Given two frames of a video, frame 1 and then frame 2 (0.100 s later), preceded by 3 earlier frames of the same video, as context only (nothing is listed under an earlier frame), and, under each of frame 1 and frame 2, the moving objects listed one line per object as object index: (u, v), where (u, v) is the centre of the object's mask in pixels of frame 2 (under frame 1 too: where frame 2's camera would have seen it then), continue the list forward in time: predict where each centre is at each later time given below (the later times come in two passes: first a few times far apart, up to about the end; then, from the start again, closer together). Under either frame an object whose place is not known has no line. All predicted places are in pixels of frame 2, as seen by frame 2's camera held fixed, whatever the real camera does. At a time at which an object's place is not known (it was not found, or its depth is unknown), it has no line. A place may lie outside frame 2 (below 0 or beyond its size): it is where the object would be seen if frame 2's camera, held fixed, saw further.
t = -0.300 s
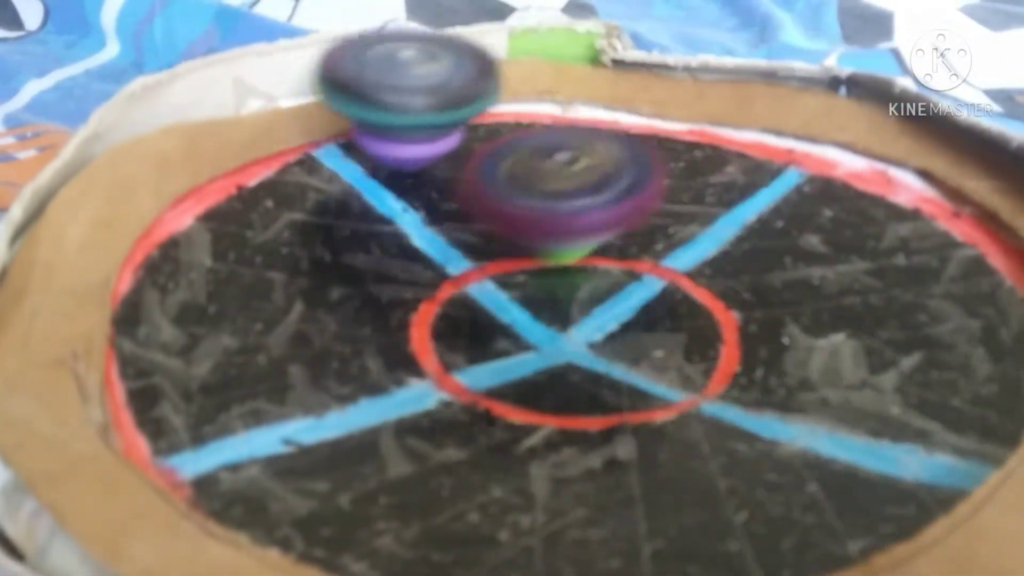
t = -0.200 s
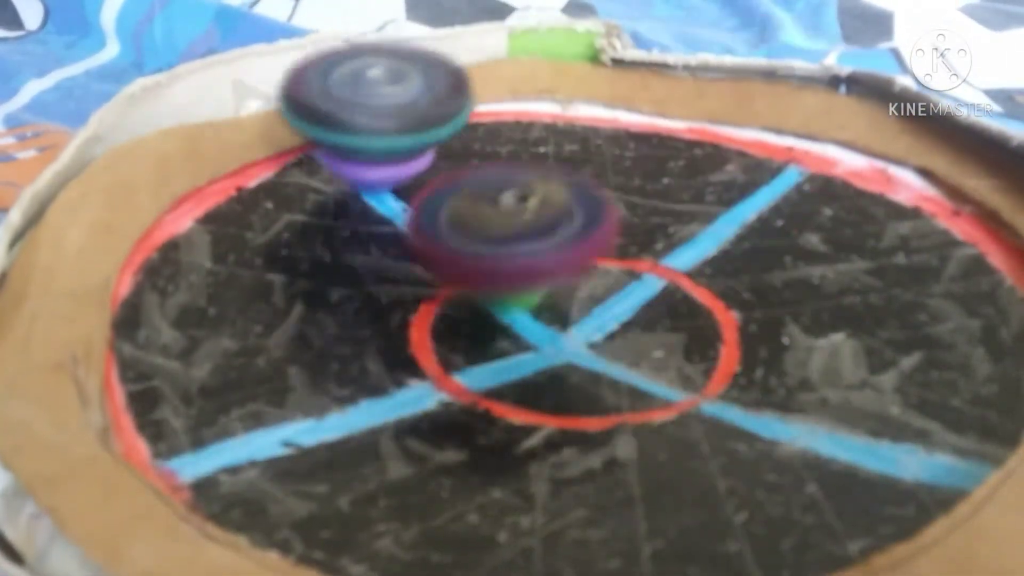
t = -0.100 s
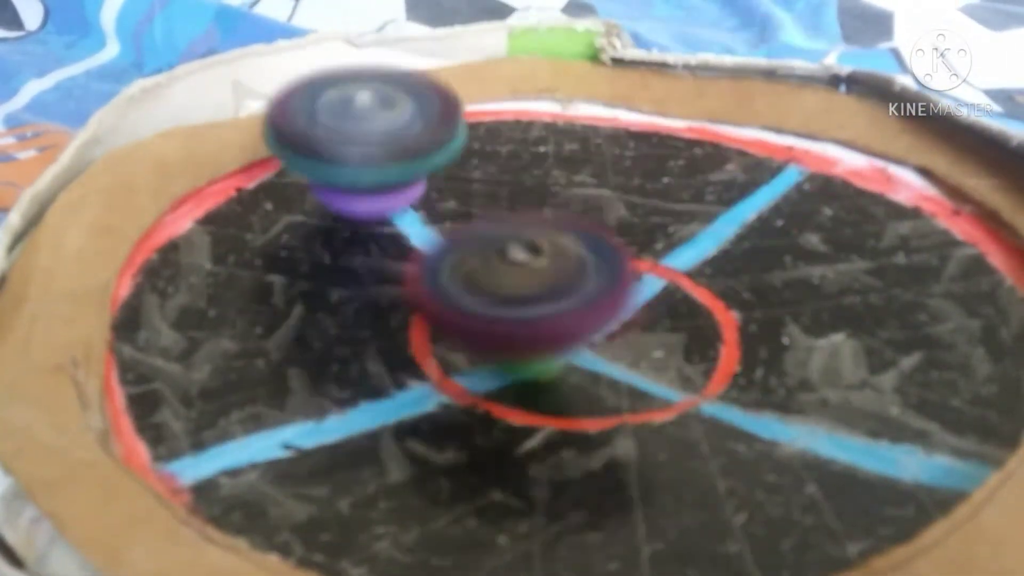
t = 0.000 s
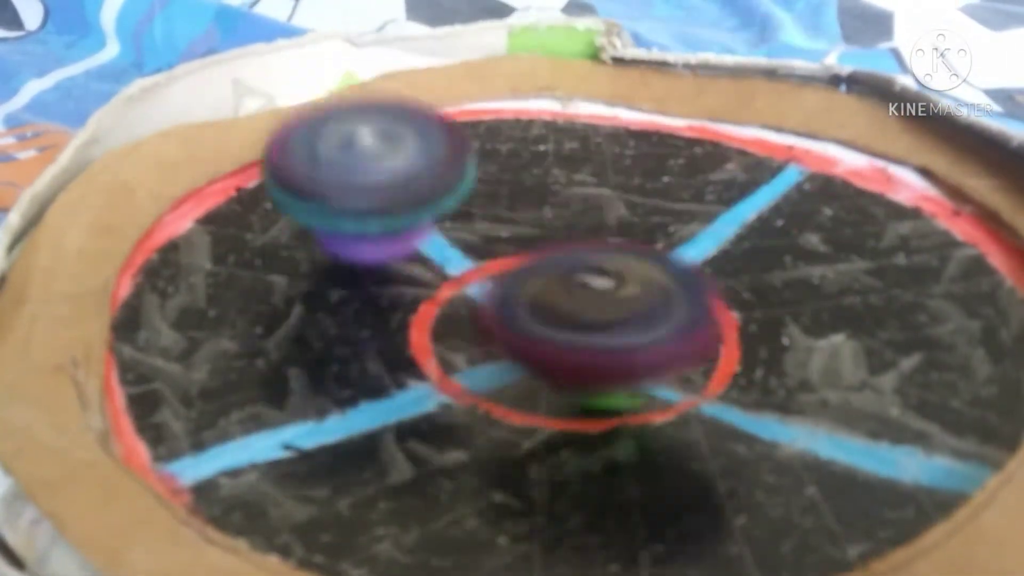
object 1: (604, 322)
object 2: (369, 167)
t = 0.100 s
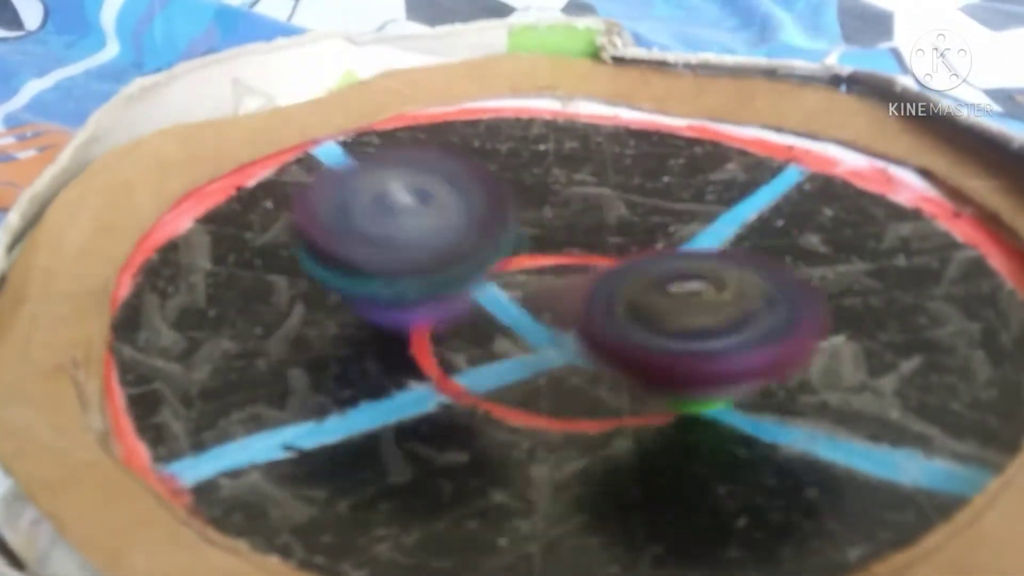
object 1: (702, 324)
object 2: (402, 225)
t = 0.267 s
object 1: (727, 263)
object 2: (501, 307)
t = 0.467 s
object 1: (568, 234)
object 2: (501, 330)
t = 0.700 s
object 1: (572, 264)
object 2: (366, 388)
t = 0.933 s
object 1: (551, 257)
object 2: (334, 351)
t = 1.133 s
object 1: (596, 264)
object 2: (378, 284)
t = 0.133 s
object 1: (724, 318)
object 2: (425, 249)
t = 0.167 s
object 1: (734, 305)
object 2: (464, 274)
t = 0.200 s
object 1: (740, 291)
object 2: (502, 287)
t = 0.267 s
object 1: (727, 263)
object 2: (501, 307)
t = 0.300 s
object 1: (709, 255)
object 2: (506, 312)
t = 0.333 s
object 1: (686, 247)
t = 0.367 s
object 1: (659, 241)
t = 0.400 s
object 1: (627, 237)
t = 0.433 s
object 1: (597, 234)
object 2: (506, 327)
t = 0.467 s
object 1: (568, 234)
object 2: (501, 330)
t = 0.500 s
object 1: (560, 239)
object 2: (476, 346)
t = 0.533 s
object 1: (558, 245)
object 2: (456, 359)
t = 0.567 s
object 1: (559, 251)
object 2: (438, 370)
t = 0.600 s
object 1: (561, 256)
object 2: (418, 379)
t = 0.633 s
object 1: (563, 260)
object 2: (397, 384)
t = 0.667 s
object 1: (567, 262)
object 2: (381, 386)
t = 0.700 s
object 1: (572, 264)
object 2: (366, 388)
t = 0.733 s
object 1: (583, 268)
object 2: (353, 387)
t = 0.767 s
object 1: (593, 267)
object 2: (345, 386)
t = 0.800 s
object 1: (594, 261)
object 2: (337, 384)
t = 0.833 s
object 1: (583, 255)
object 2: (332, 379)
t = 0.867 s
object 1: (570, 251)
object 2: (328, 371)
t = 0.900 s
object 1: (556, 253)
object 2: (327, 363)
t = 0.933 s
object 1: (551, 257)
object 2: (334, 351)
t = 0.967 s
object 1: (554, 260)
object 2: (339, 340)
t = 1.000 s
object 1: (559, 263)
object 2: (343, 329)
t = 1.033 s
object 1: (566, 264)
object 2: (353, 316)
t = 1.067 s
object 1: (574, 264)
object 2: (360, 305)
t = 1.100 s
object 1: (586, 267)
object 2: (368, 294)
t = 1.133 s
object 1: (596, 264)
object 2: (378, 284)
